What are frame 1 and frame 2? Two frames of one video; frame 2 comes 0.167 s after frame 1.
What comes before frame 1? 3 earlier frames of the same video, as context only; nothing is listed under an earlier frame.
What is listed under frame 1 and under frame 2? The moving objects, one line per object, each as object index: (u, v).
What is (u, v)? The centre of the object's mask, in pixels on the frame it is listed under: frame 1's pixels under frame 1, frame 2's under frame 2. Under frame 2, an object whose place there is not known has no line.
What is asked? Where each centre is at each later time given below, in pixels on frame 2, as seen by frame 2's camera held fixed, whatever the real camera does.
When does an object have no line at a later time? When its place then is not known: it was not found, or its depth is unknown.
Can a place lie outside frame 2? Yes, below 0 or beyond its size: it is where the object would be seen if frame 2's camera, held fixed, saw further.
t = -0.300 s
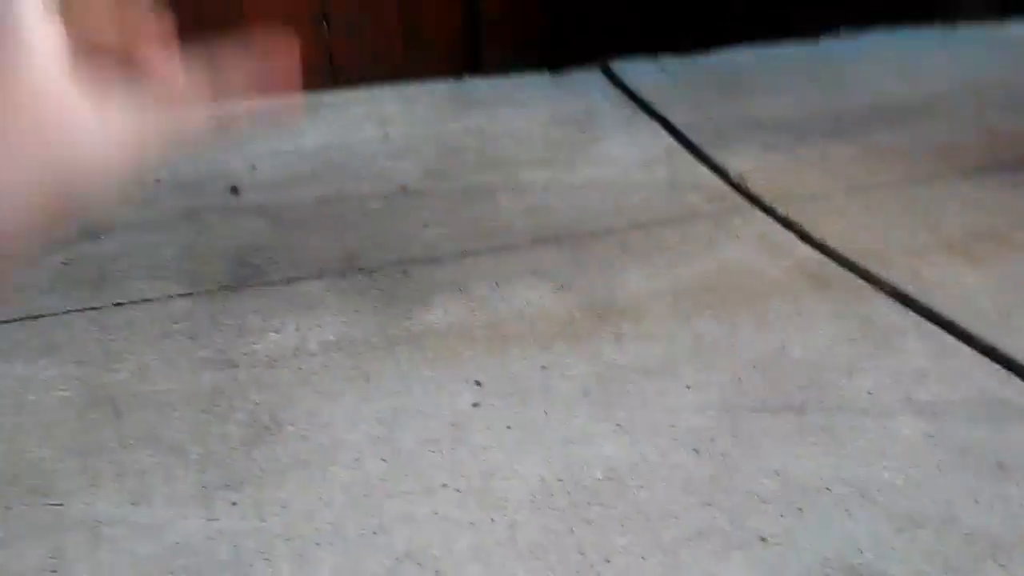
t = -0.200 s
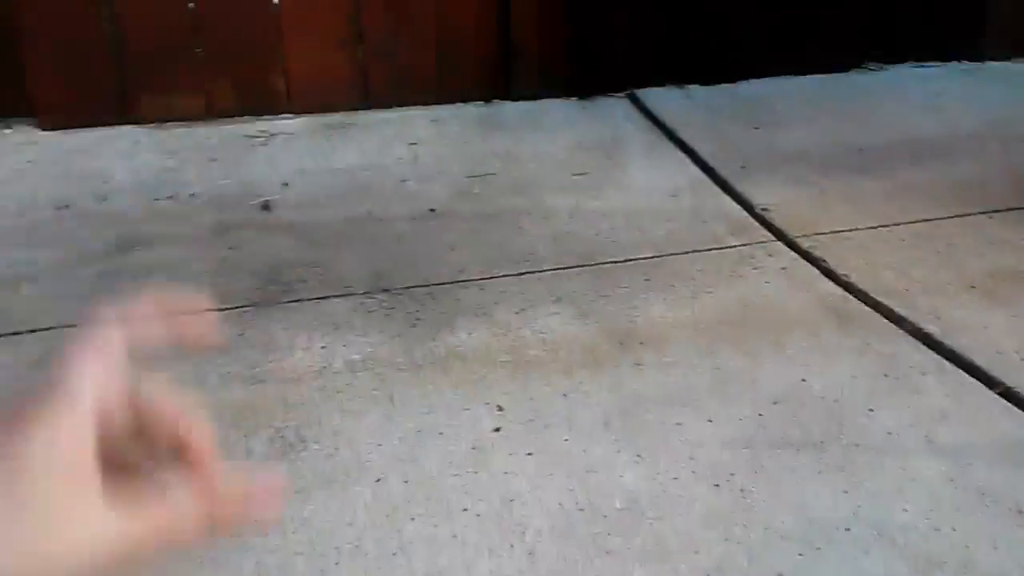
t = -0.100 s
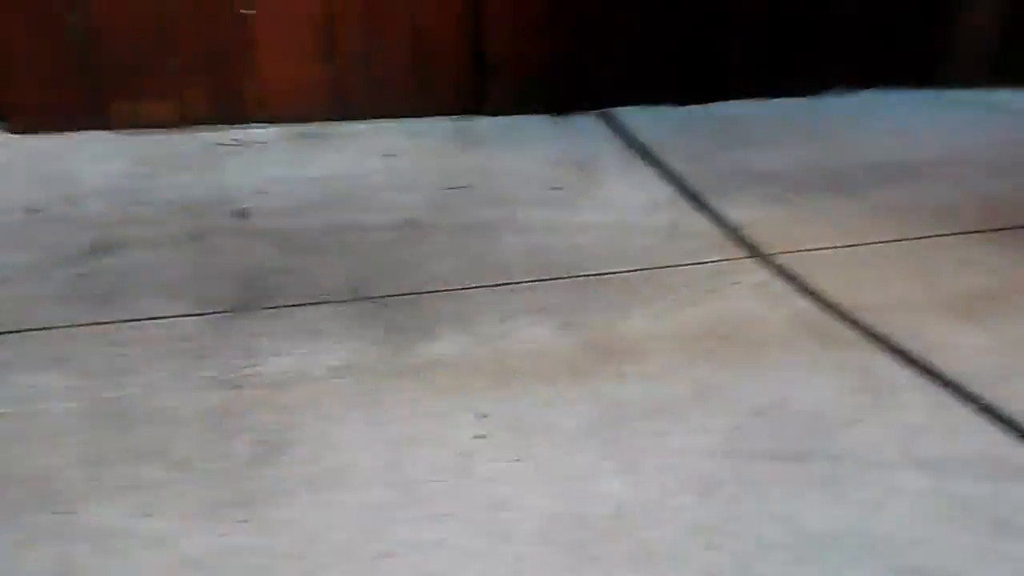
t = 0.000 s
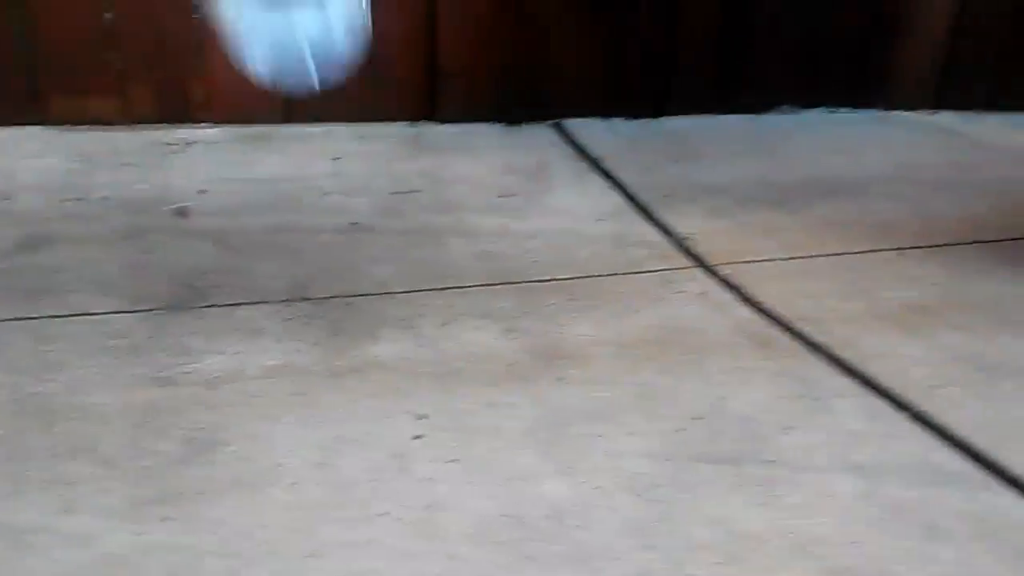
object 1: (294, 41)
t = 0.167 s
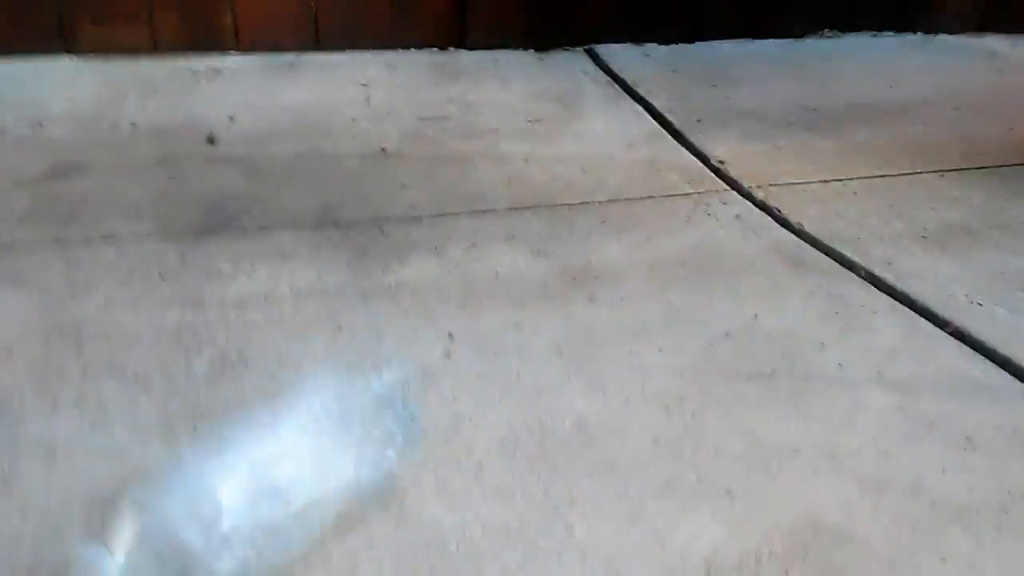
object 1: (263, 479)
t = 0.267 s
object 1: (269, 376)
